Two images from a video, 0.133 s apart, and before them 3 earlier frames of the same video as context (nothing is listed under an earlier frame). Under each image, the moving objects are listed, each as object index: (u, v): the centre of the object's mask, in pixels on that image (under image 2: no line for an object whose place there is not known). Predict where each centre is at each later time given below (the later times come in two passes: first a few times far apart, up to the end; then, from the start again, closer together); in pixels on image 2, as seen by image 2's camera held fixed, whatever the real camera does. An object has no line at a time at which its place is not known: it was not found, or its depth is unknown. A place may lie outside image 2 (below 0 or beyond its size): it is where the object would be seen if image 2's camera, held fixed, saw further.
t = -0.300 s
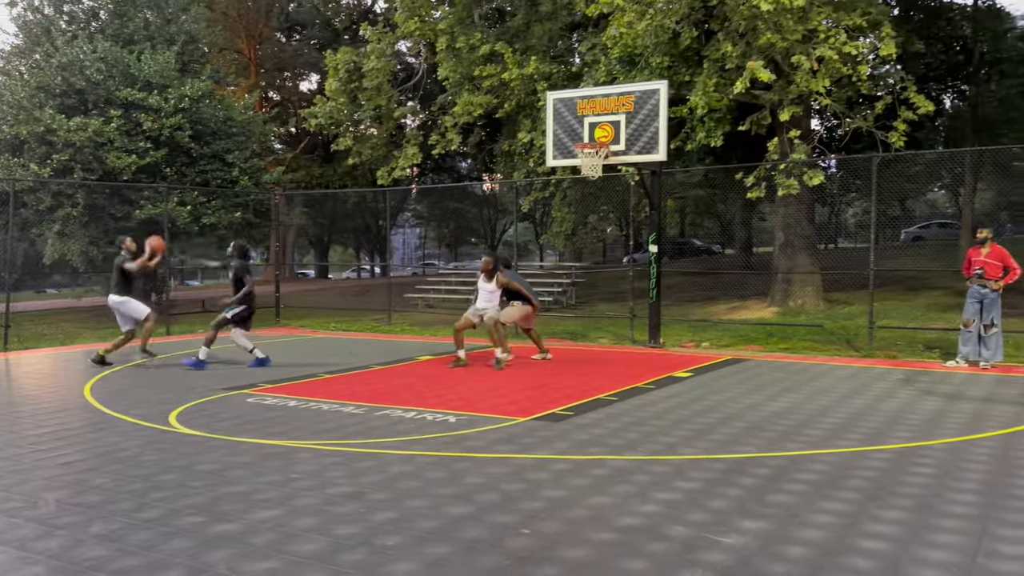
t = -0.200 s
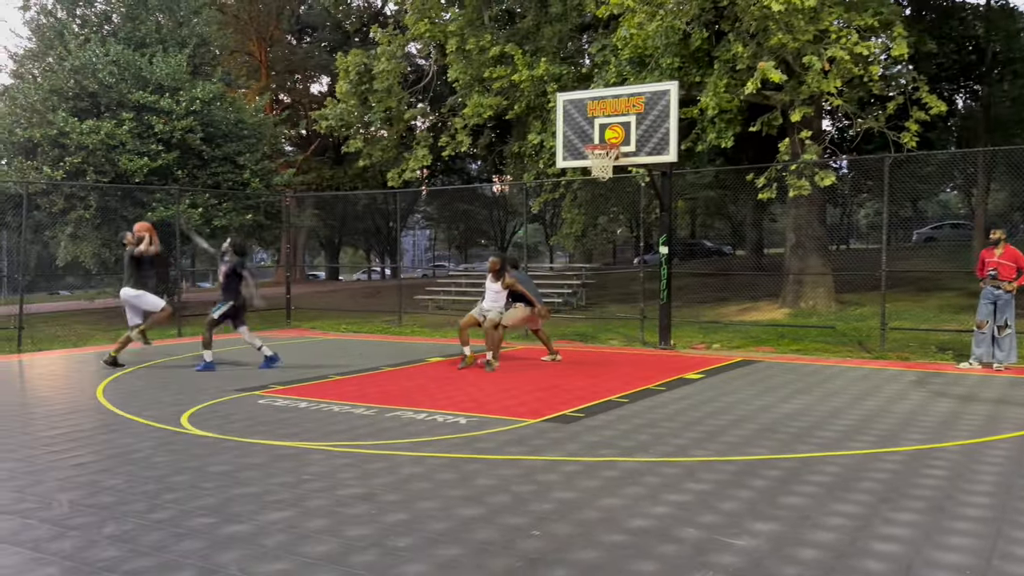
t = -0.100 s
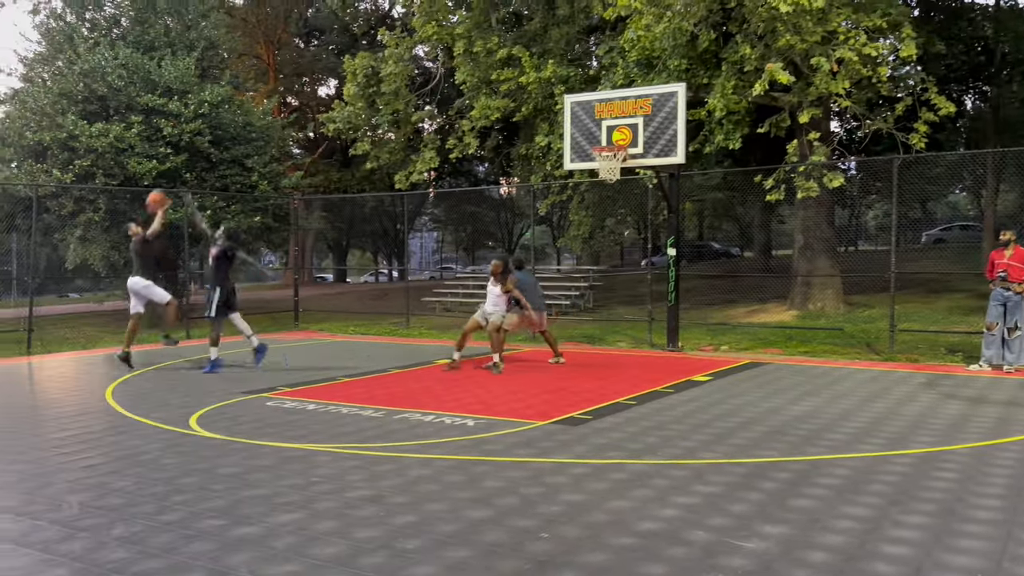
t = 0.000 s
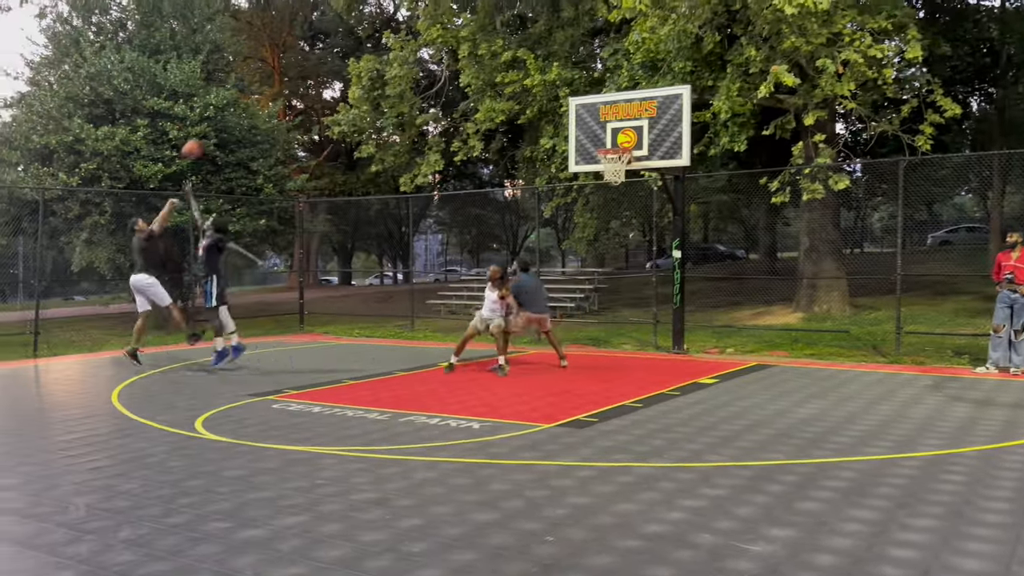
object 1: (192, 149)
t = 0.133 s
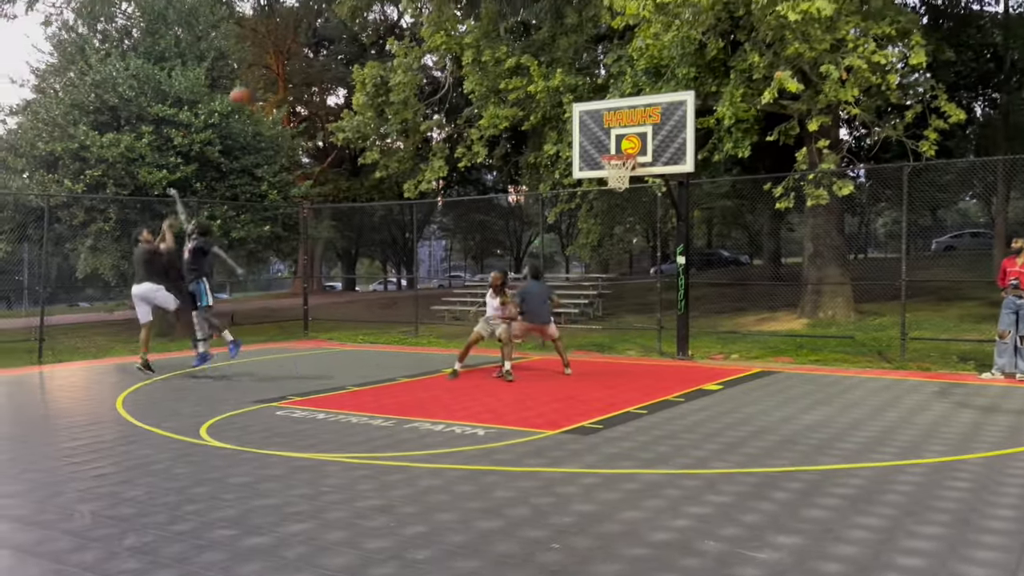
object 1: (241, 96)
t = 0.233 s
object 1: (271, 59)
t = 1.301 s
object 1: (586, 117)
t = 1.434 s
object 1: (605, 142)
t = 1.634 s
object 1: (575, 111)
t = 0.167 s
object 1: (250, 82)
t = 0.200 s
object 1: (260, 70)
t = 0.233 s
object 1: (271, 59)
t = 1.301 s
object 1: (586, 117)
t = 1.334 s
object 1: (595, 130)
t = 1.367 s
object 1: (604, 145)
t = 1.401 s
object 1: (608, 147)
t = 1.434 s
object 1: (605, 142)
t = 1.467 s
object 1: (601, 135)
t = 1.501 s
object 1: (595, 128)
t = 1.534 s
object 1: (591, 123)
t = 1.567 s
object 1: (586, 119)
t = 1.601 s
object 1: (581, 114)
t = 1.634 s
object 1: (575, 111)
